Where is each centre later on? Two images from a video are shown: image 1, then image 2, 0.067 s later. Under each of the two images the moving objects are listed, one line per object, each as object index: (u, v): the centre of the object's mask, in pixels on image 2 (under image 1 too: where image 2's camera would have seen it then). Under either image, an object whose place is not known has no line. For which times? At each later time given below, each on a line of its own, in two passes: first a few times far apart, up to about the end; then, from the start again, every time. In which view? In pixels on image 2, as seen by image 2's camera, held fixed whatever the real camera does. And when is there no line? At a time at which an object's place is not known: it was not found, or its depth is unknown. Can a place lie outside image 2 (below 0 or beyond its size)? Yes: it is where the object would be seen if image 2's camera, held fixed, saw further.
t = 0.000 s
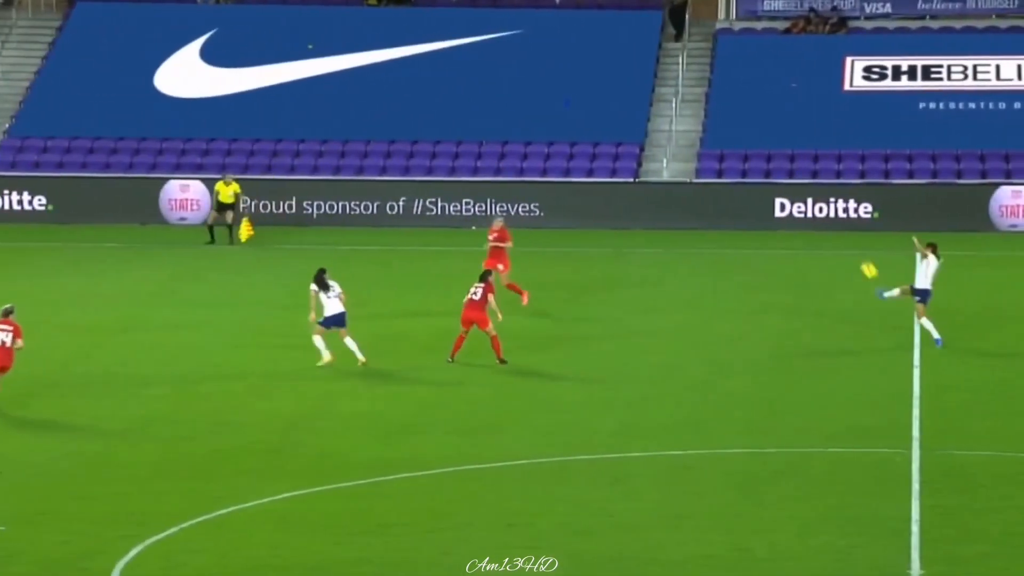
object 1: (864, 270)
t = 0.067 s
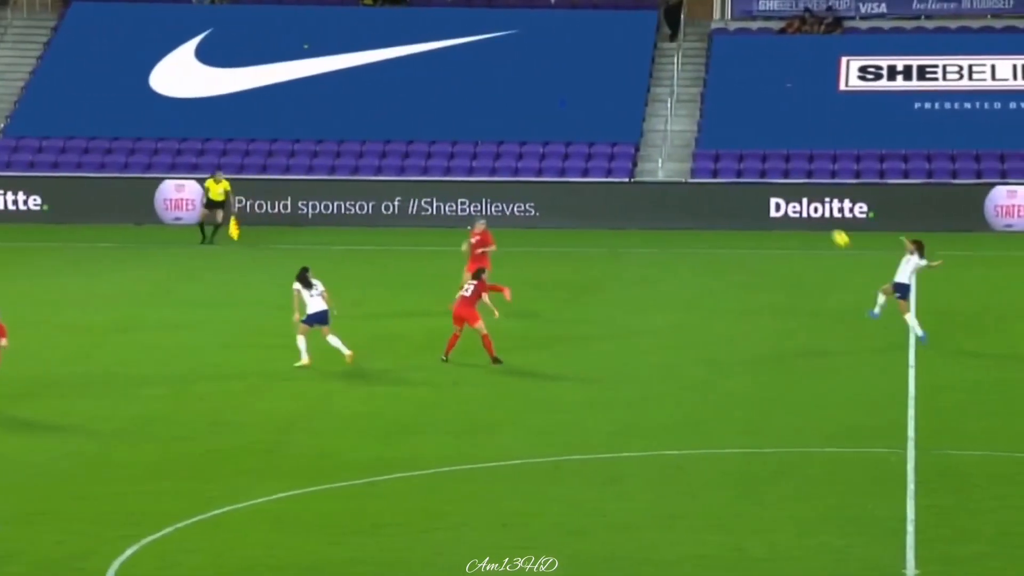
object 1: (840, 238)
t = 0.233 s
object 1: (783, 170)
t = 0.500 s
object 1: (697, 95)
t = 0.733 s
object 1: (628, 64)
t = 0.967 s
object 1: (561, 67)
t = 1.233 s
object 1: (487, 115)
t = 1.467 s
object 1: (427, 194)
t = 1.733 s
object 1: (363, 330)
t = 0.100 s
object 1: (829, 224)
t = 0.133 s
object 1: (816, 209)
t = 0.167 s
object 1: (805, 195)
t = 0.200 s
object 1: (794, 183)
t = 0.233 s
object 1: (783, 170)
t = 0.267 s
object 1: (772, 159)
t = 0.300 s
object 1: (761, 148)
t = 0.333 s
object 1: (750, 136)
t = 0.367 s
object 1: (739, 127)
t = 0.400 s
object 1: (729, 118)
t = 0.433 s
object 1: (719, 110)
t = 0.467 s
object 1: (707, 102)
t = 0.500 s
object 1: (697, 95)
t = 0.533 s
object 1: (688, 88)
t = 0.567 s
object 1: (677, 82)
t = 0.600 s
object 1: (667, 77)
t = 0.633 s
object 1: (657, 73)
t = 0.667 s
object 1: (648, 70)
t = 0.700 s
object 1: (637, 66)
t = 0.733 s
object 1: (628, 64)
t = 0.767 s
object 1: (618, 62)
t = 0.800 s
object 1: (609, 62)
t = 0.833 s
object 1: (599, 61)
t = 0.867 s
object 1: (589, 61)
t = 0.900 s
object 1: (580, 63)
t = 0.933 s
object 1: (571, 65)
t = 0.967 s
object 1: (561, 67)
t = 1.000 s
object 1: (552, 71)
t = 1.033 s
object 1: (543, 75)
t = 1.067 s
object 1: (533, 80)
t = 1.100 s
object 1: (524, 86)
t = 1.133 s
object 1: (515, 92)
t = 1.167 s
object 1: (506, 99)
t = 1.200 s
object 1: (497, 107)
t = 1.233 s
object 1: (487, 115)
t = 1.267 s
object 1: (479, 124)
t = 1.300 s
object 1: (470, 135)
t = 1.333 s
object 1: (462, 145)
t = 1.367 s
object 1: (453, 156)
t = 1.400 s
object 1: (444, 168)
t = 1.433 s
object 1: (436, 181)
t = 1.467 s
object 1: (427, 194)
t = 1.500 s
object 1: (418, 209)
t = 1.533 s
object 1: (411, 224)
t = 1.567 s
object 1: (402, 240)
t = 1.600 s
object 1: (394, 256)
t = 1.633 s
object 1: (387, 274)
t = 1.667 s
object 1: (378, 291)
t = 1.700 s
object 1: (370, 310)
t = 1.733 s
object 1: (363, 330)
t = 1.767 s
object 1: (355, 350)
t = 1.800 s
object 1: (348, 371)
